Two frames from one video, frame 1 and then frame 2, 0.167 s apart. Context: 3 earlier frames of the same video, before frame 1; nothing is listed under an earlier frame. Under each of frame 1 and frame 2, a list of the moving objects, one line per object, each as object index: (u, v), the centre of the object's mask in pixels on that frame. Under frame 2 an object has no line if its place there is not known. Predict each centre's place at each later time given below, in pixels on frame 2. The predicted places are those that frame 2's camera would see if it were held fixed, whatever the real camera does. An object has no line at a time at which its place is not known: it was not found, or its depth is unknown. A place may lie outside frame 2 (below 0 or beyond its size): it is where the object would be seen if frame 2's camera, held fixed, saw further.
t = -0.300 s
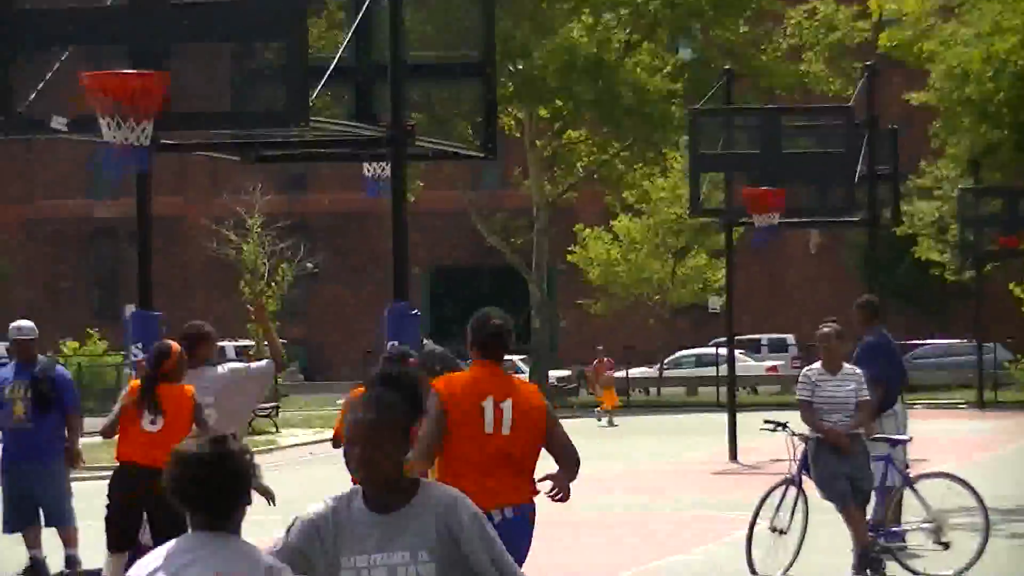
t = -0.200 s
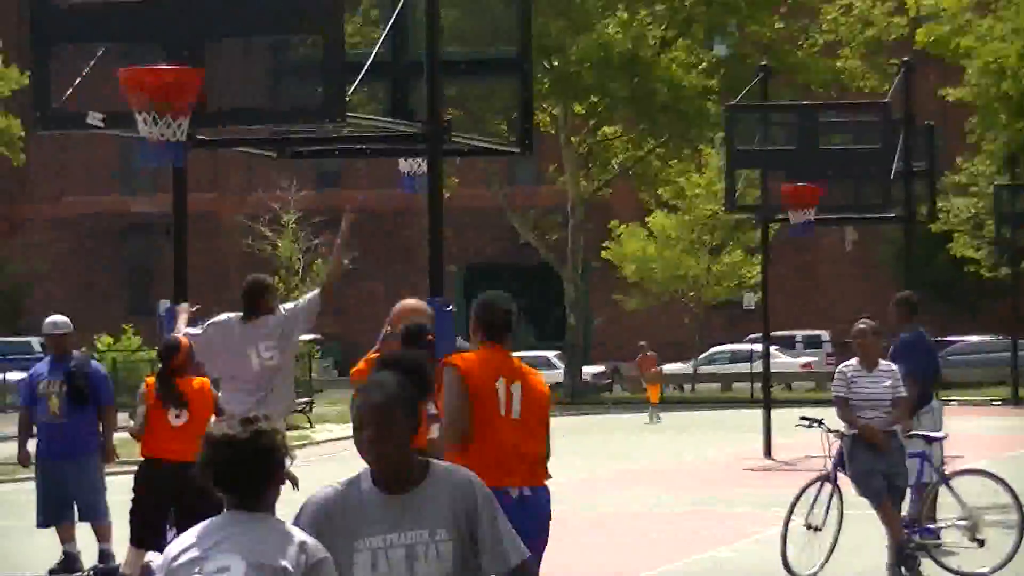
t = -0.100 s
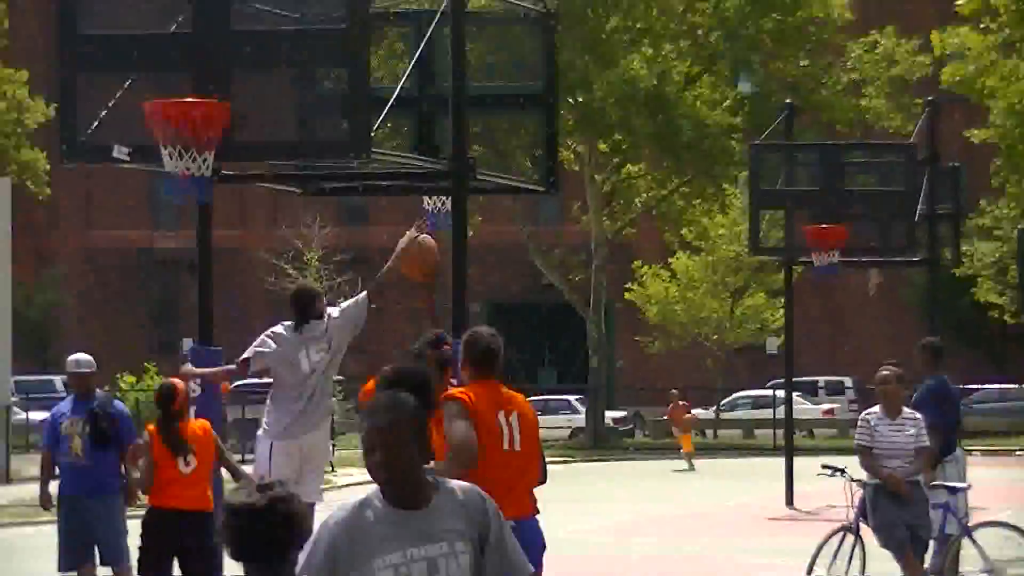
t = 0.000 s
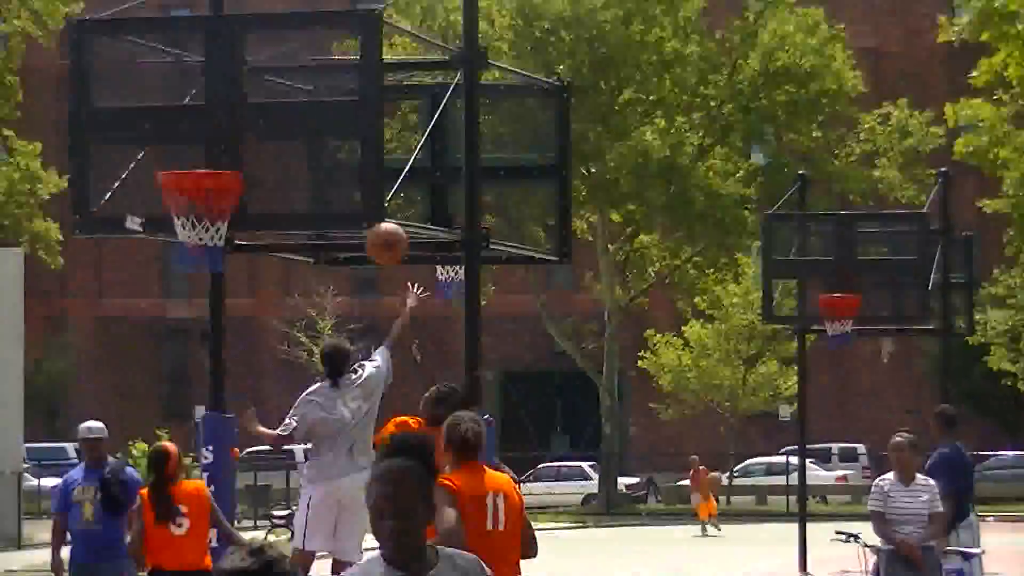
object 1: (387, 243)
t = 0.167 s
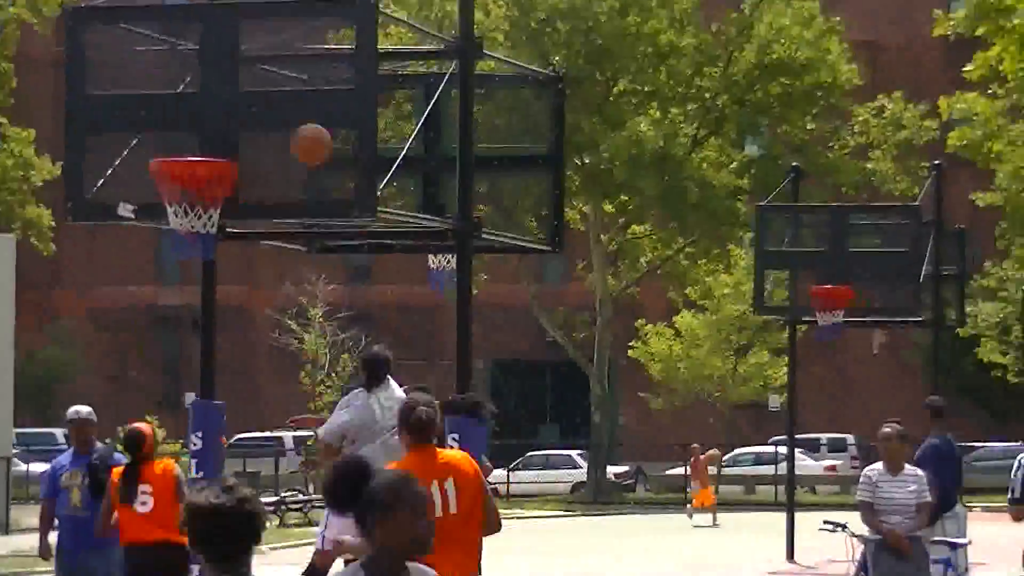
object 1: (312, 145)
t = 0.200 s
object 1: (298, 133)
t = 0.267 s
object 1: (271, 119)
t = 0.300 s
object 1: (256, 116)
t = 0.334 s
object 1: (241, 114)
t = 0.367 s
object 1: (226, 113)
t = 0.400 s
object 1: (212, 116)
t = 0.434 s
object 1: (197, 120)
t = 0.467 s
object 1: (182, 126)
